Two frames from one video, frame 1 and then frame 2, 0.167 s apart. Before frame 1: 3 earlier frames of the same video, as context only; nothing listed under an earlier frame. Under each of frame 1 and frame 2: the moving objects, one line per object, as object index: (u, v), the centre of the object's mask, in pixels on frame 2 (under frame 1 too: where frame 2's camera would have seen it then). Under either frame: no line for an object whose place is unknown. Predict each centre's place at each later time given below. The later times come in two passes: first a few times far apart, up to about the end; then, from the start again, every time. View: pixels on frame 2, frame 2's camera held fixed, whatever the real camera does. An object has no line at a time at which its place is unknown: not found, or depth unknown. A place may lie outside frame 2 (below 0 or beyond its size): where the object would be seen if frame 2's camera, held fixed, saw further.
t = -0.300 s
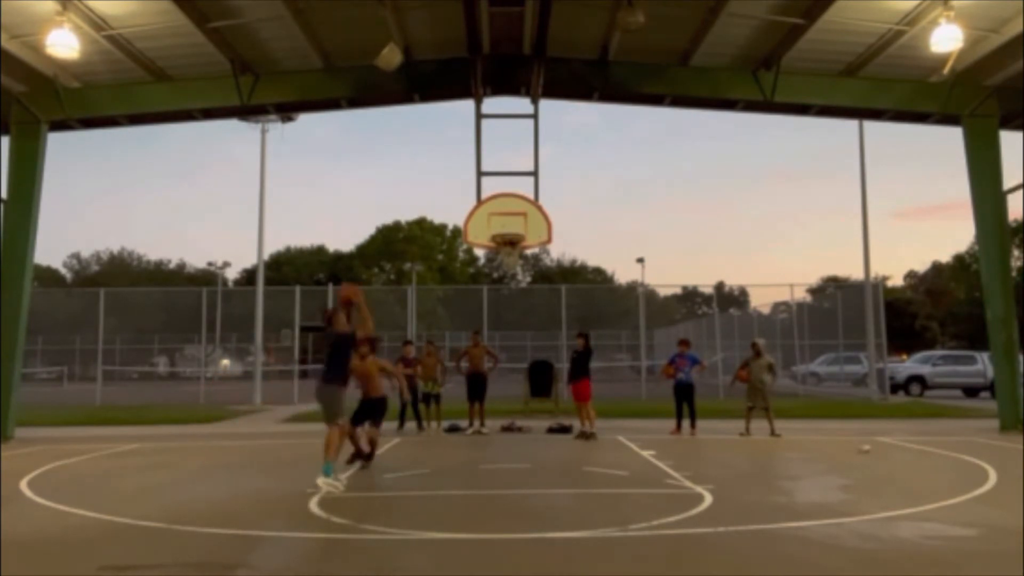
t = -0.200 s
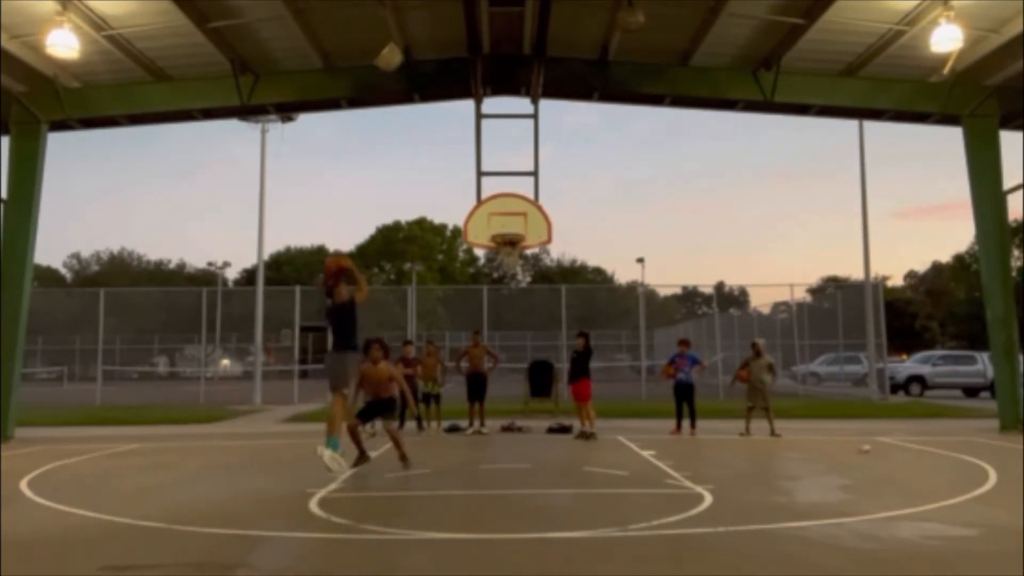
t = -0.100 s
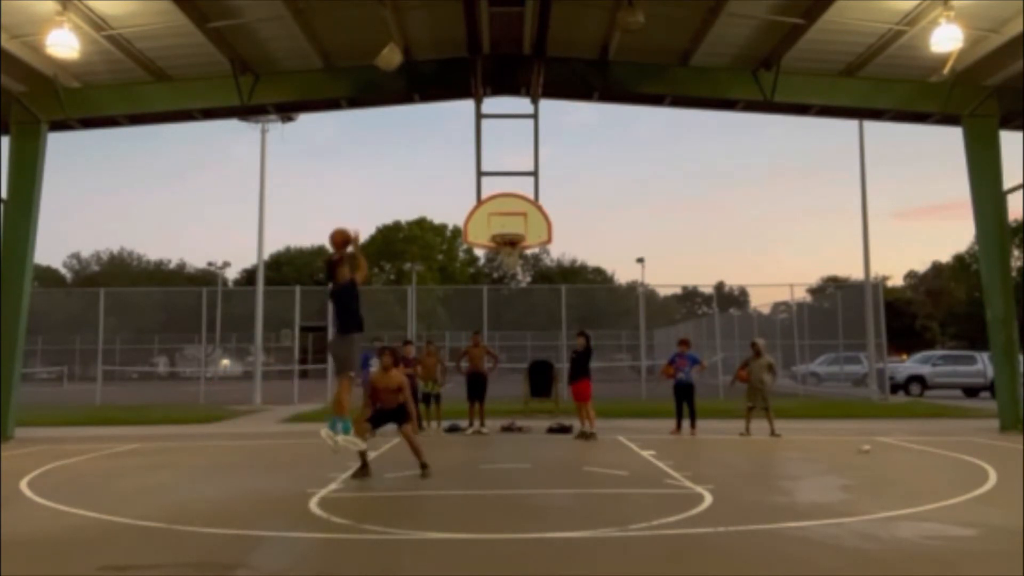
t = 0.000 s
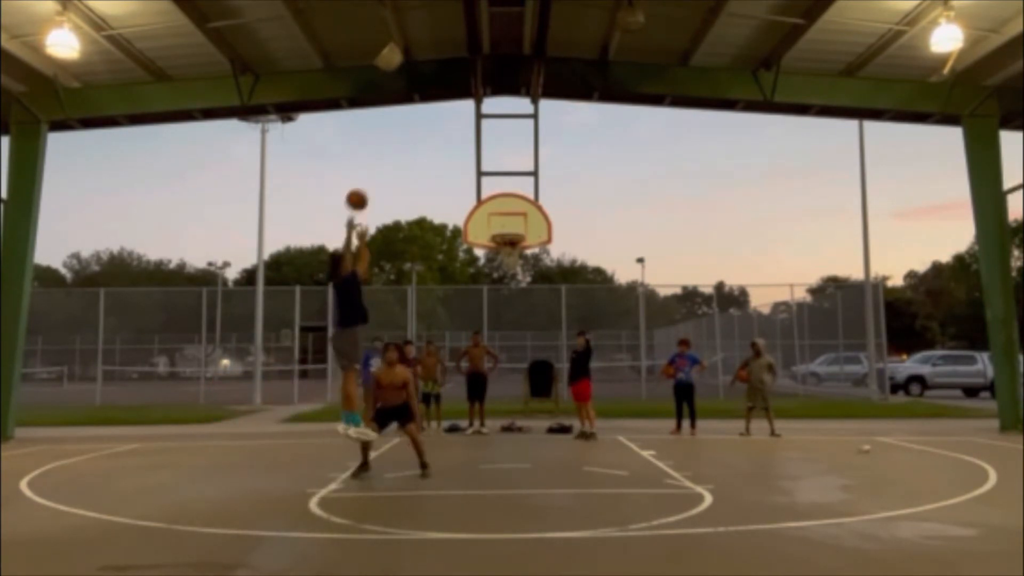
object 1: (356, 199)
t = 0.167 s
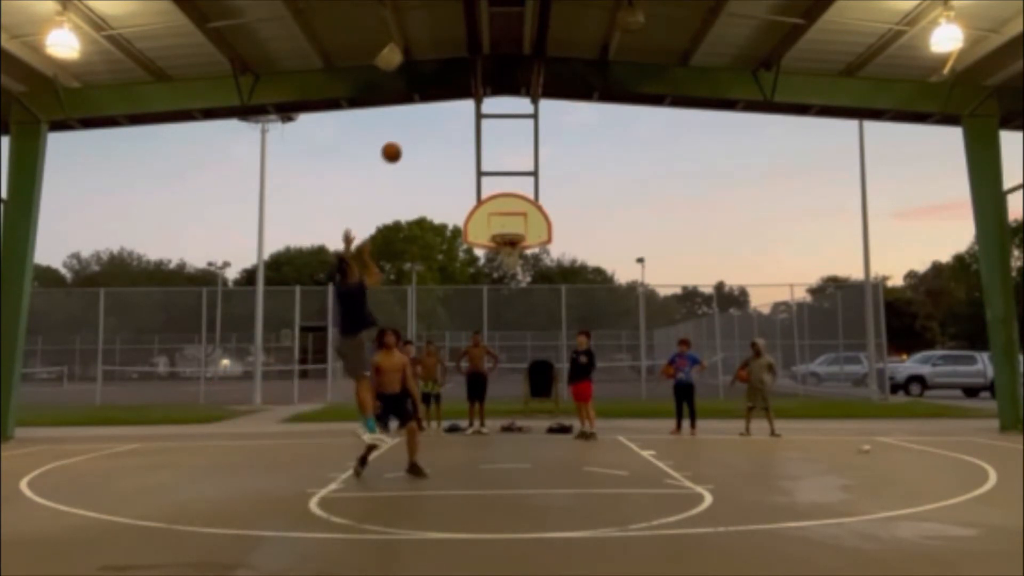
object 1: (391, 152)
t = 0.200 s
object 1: (398, 146)
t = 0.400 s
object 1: (432, 132)
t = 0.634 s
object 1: (466, 153)
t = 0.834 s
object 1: (490, 196)
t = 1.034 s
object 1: (516, 225)
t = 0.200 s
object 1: (398, 146)
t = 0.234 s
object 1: (404, 141)
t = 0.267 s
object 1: (410, 137)
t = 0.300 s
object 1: (416, 135)
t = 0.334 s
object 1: (421, 133)
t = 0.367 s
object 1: (427, 132)
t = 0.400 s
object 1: (432, 132)
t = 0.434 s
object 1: (437, 133)
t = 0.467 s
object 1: (442, 134)
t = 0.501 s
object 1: (447, 136)
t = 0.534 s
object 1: (452, 140)
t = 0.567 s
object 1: (457, 143)
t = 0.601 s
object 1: (461, 148)
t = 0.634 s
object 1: (466, 153)
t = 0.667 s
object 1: (470, 158)
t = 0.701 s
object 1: (473, 165)
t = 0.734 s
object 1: (478, 171)
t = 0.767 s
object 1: (482, 180)
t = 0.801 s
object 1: (486, 188)
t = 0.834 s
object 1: (490, 196)
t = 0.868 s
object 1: (494, 205)
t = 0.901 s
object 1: (498, 215)
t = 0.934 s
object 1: (502, 226)
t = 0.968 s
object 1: (505, 230)
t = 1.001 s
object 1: (511, 228)
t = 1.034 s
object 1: (516, 225)
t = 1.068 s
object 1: (521, 222)
